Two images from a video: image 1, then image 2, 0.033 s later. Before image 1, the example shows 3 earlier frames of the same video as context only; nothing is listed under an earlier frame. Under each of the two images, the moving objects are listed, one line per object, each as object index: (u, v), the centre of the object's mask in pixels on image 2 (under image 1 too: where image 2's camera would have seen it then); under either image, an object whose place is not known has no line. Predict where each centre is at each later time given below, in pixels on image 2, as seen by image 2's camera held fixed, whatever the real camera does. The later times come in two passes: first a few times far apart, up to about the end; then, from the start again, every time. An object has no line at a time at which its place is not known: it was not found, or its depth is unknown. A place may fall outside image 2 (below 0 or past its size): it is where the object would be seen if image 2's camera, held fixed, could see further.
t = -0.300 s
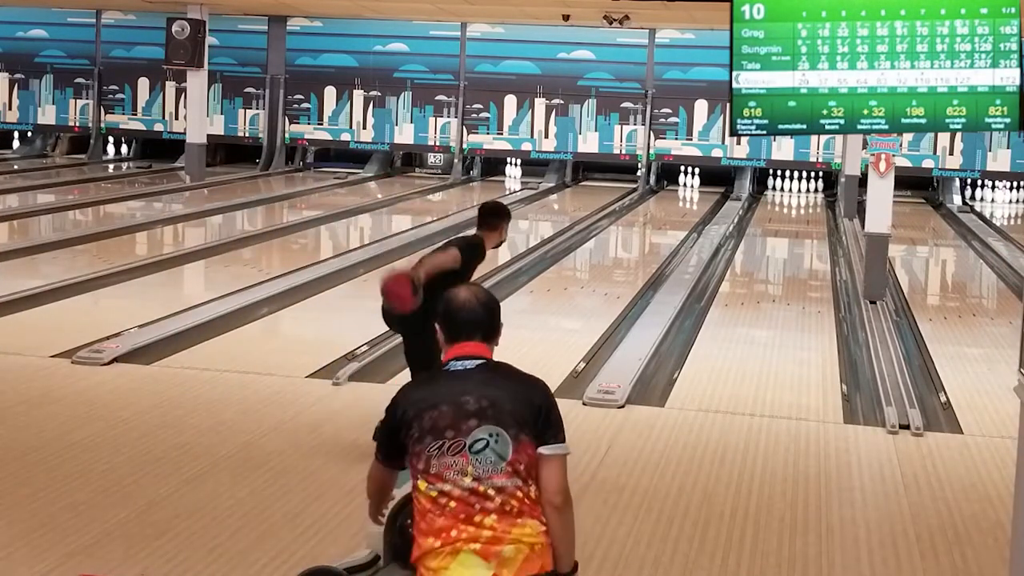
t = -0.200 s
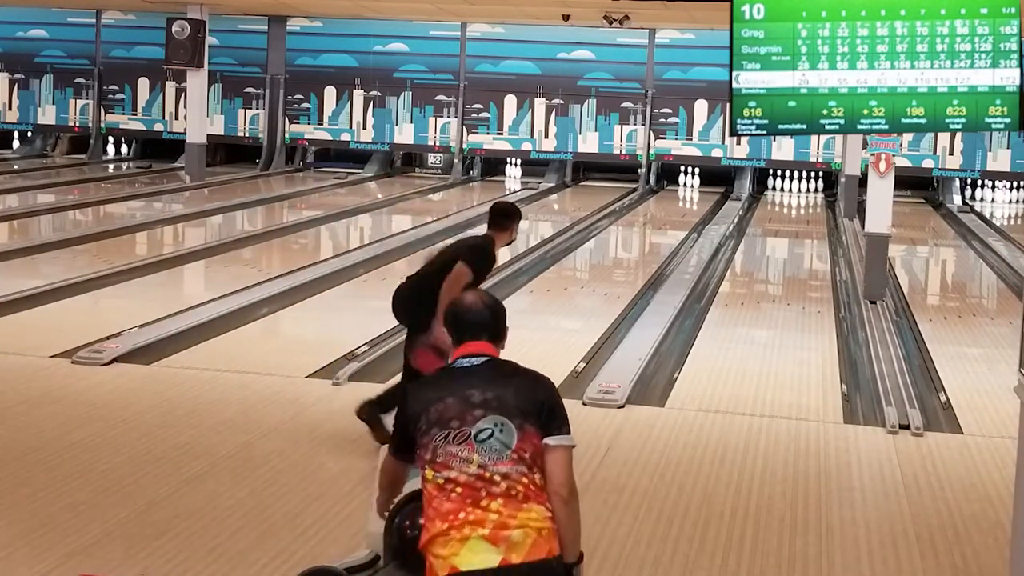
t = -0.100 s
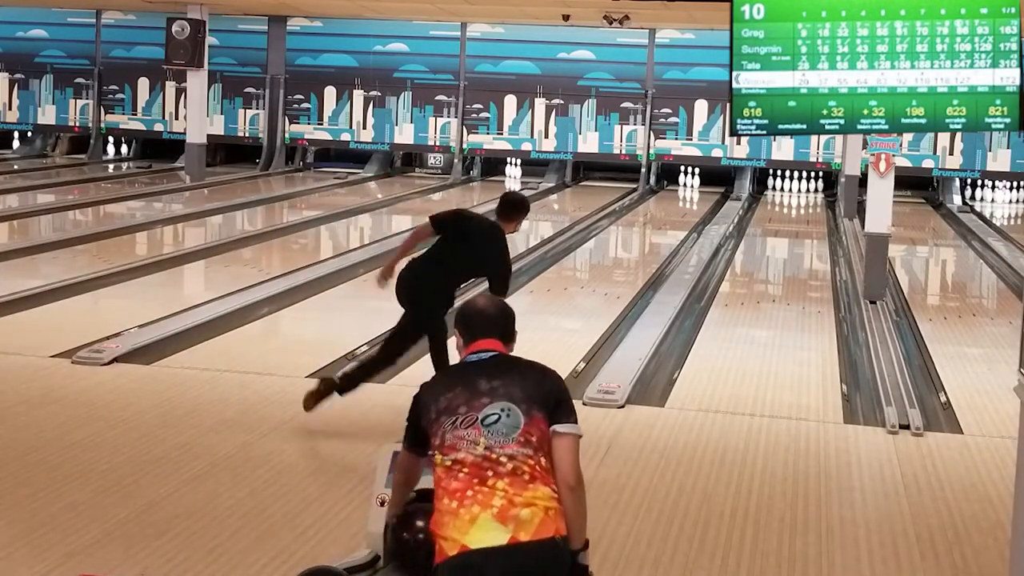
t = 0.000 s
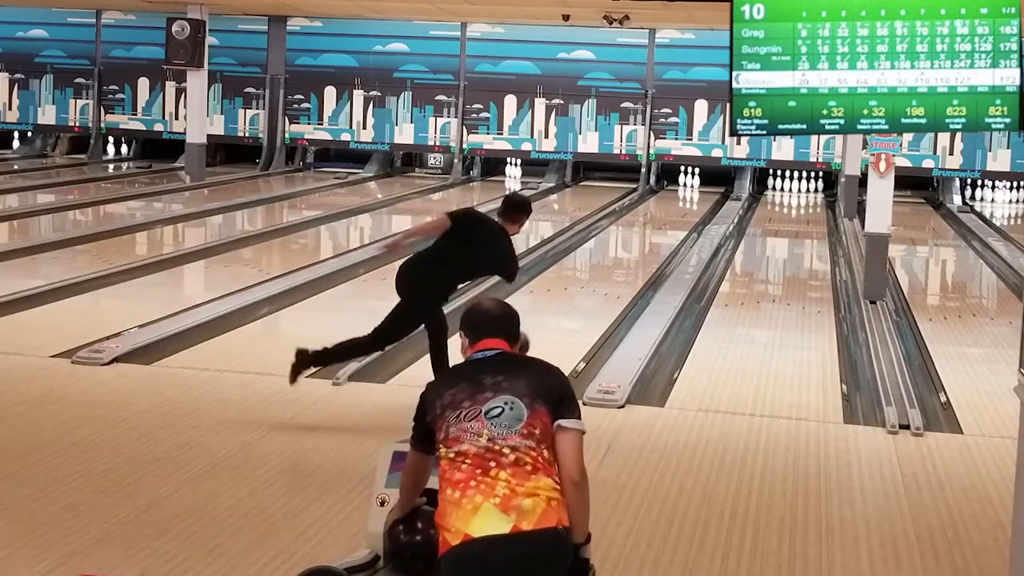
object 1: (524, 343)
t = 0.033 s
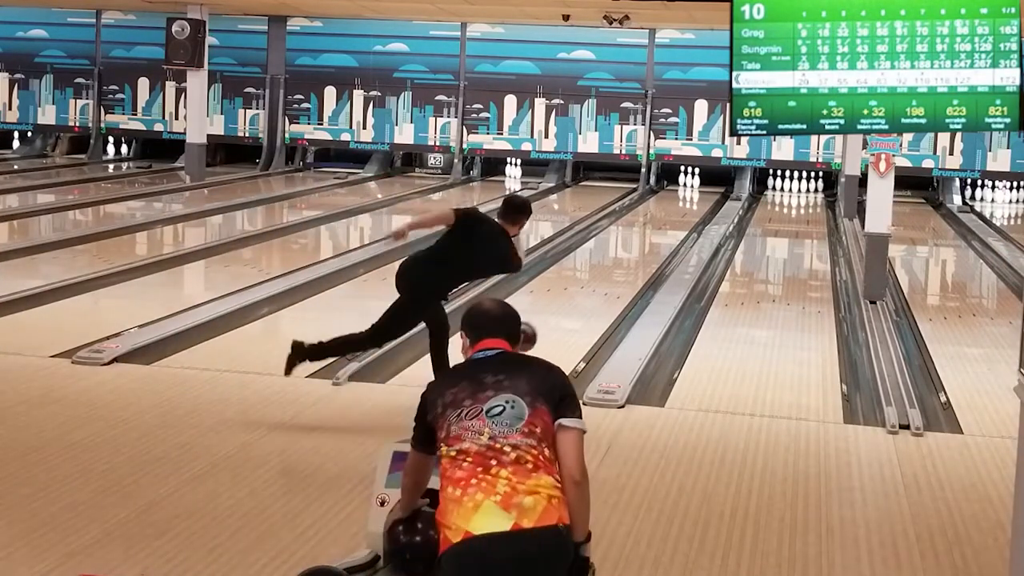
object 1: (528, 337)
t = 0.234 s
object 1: (560, 321)
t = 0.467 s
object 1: (594, 291)
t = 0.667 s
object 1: (616, 270)
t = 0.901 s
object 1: (637, 251)
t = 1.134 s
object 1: (653, 236)
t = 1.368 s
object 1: (667, 223)
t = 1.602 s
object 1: (678, 212)
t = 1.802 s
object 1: (684, 205)
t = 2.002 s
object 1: (688, 198)
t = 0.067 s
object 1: (532, 331)
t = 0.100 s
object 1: (536, 327)
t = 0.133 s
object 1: (542, 325)
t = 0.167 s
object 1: (548, 325)
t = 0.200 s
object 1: (554, 326)
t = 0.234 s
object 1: (560, 321)
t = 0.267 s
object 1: (565, 316)
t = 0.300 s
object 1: (570, 311)
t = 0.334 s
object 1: (576, 307)
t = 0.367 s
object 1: (581, 303)
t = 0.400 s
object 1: (585, 298)
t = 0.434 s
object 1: (590, 295)
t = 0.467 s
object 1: (594, 291)
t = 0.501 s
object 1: (598, 287)
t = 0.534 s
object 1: (602, 283)
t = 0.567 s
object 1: (606, 280)
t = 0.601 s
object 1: (609, 276)
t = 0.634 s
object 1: (613, 273)
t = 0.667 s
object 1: (616, 270)
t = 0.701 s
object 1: (620, 267)
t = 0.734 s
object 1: (623, 264)
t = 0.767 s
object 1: (626, 261)
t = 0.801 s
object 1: (629, 258)
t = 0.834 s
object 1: (632, 256)
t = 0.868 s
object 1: (634, 254)
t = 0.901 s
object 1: (637, 251)
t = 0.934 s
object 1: (640, 249)
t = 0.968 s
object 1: (642, 246)
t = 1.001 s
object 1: (645, 244)
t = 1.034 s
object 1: (647, 242)
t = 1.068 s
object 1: (649, 240)
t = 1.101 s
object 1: (651, 238)
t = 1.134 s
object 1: (653, 236)
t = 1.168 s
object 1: (655, 233)
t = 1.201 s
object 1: (657, 232)
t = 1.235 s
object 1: (659, 230)
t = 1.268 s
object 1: (661, 228)
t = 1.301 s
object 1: (663, 226)
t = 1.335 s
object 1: (665, 225)
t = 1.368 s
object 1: (667, 223)
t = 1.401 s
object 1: (668, 221)
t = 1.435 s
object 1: (670, 219)
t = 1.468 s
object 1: (672, 218)
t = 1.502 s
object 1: (673, 216)
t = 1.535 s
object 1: (675, 215)
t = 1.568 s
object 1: (676, 214)
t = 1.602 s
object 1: (678, 212)
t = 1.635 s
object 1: (679, 211)
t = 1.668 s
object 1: (680, 210)
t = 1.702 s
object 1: (681, 209)
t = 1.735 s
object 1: (682, 207)
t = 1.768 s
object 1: (683, 206)
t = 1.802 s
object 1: (684, 205)
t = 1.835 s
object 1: (685, 204)
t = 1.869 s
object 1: (686, 202)
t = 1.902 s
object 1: (687, 201)
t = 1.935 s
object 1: (688, 200)
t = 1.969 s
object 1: (688, 199)
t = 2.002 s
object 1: (688, 198)
